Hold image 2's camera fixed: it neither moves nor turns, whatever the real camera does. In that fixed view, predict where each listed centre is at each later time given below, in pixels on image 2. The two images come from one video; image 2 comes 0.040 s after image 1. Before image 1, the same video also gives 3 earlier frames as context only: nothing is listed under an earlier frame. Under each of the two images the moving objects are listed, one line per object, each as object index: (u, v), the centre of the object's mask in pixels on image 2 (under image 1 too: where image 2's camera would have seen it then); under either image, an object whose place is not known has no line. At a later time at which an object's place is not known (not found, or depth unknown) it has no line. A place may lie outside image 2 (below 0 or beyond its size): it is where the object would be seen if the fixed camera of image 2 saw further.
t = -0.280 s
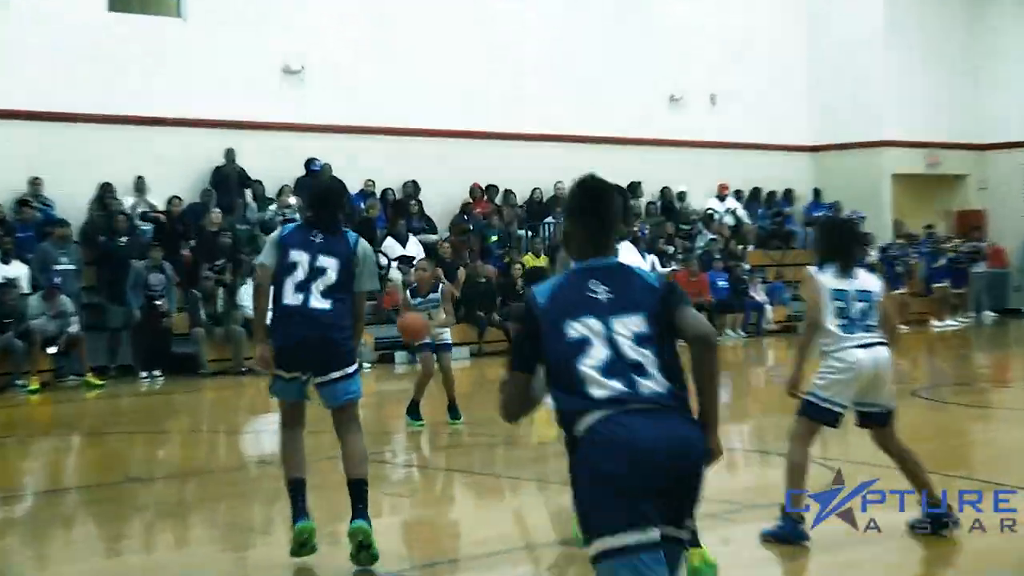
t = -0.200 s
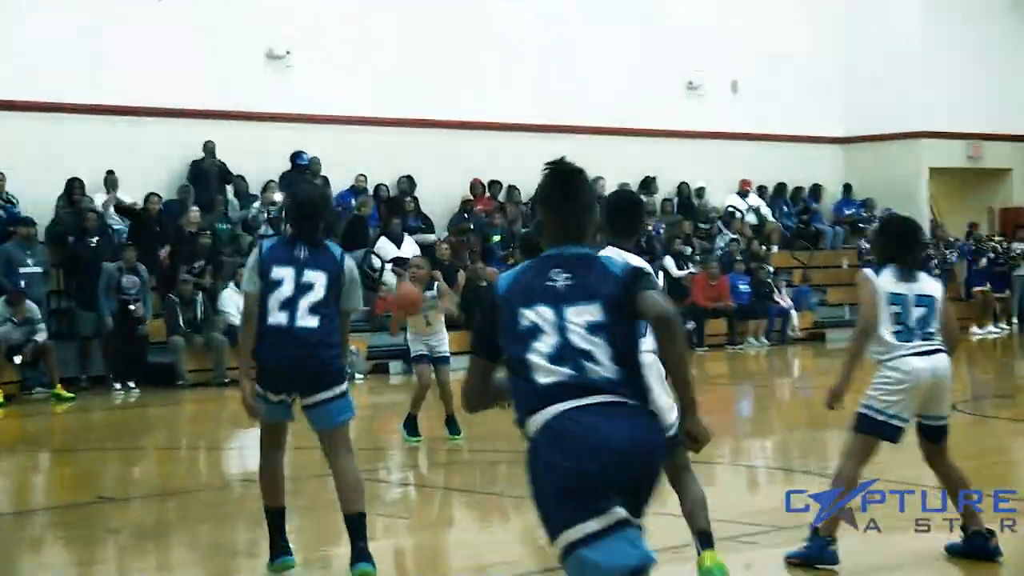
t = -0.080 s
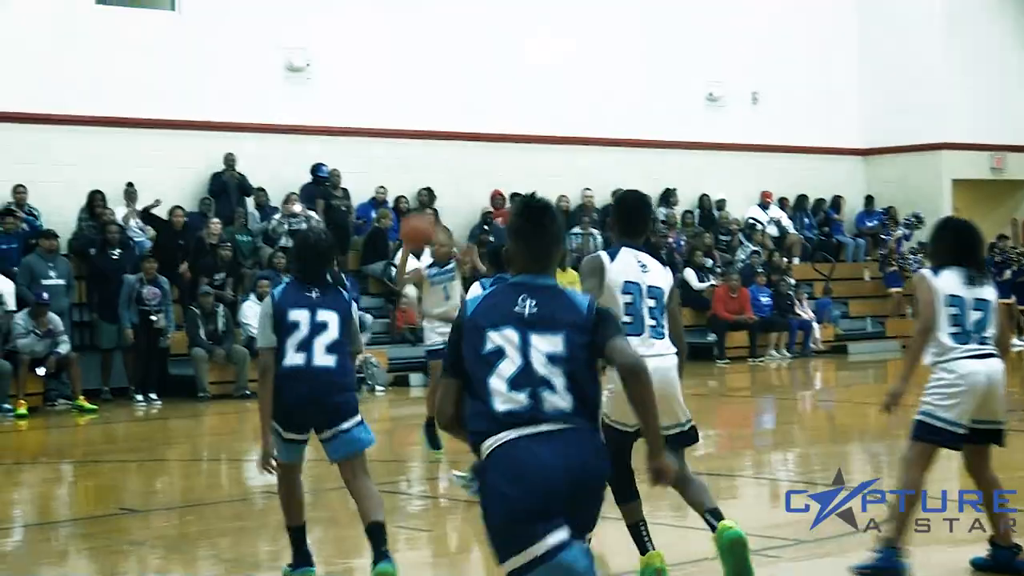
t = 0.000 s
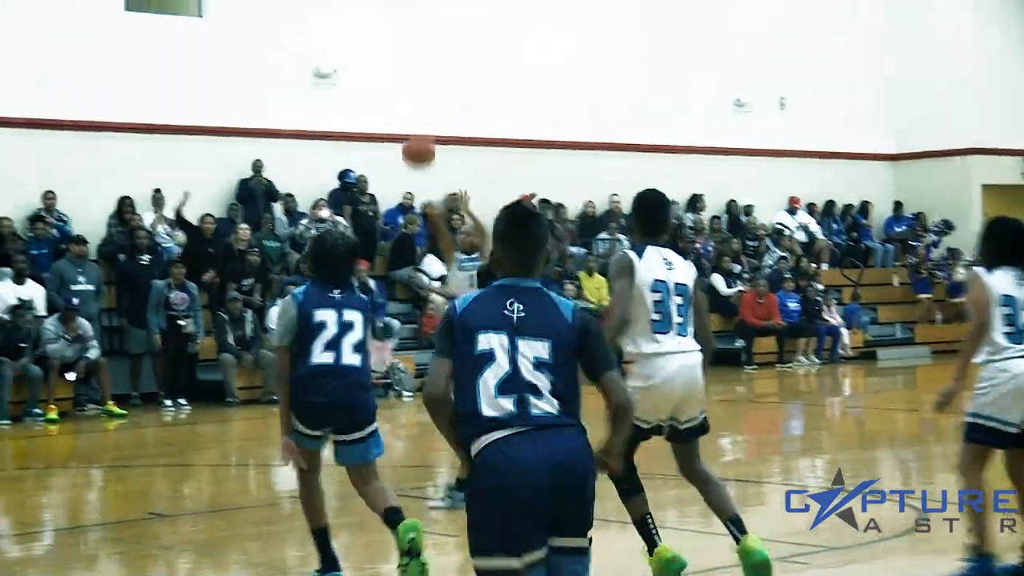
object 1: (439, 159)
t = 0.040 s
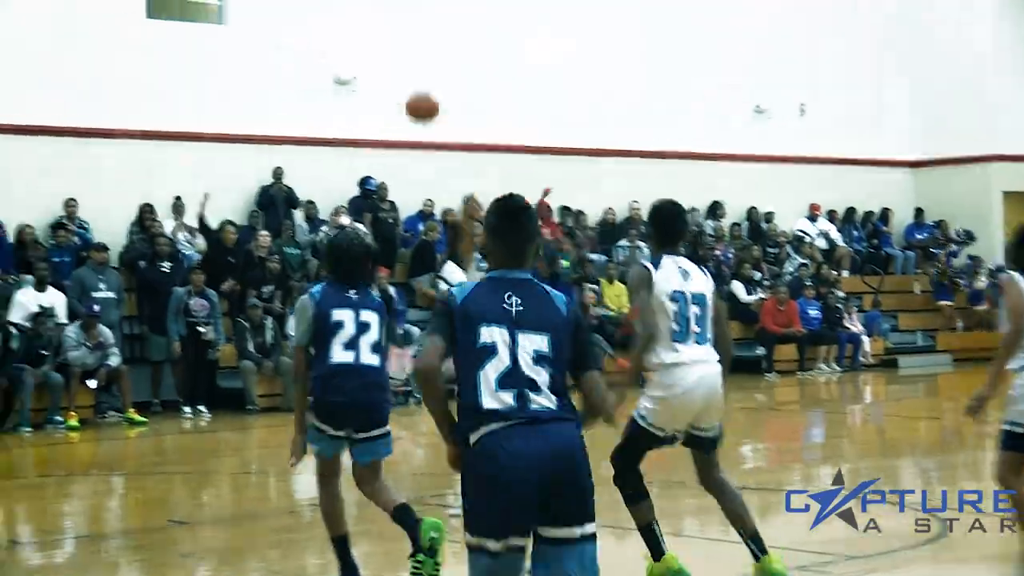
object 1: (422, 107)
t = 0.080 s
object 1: (414, 70)
